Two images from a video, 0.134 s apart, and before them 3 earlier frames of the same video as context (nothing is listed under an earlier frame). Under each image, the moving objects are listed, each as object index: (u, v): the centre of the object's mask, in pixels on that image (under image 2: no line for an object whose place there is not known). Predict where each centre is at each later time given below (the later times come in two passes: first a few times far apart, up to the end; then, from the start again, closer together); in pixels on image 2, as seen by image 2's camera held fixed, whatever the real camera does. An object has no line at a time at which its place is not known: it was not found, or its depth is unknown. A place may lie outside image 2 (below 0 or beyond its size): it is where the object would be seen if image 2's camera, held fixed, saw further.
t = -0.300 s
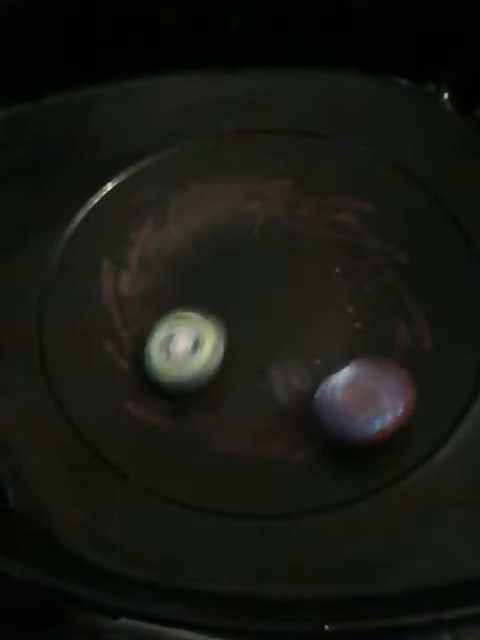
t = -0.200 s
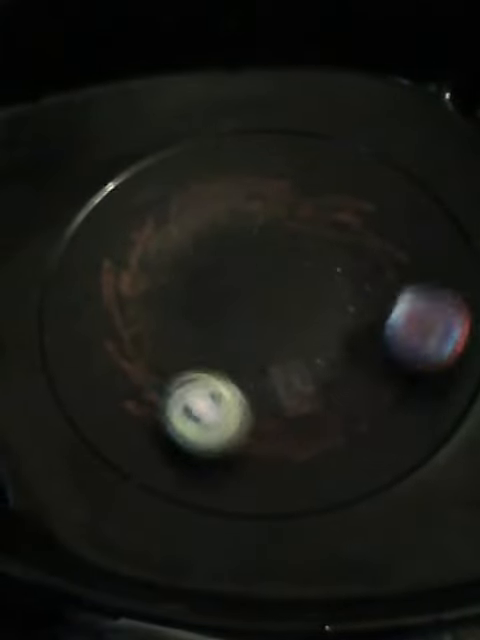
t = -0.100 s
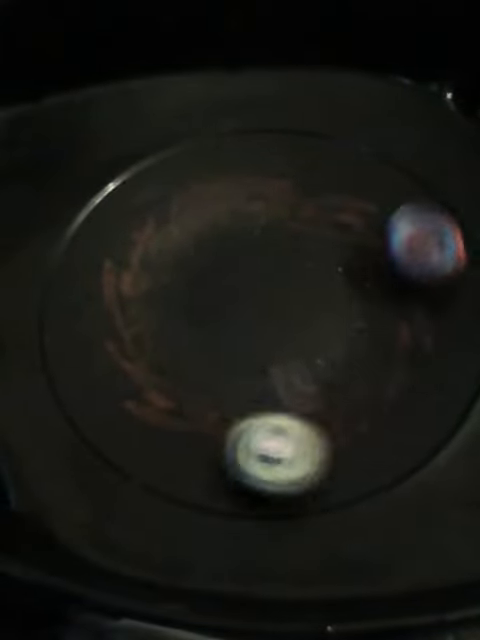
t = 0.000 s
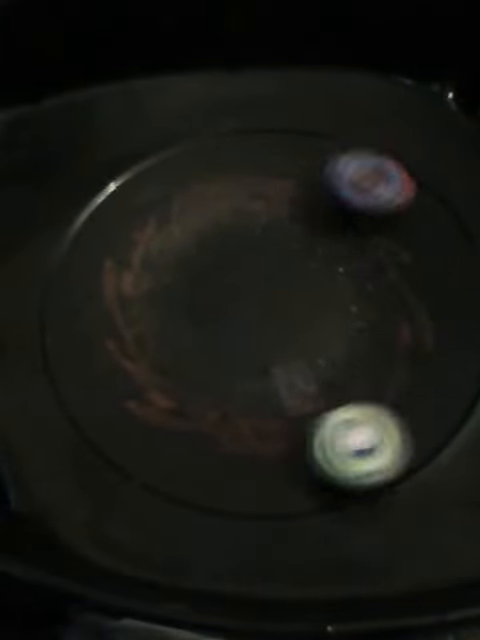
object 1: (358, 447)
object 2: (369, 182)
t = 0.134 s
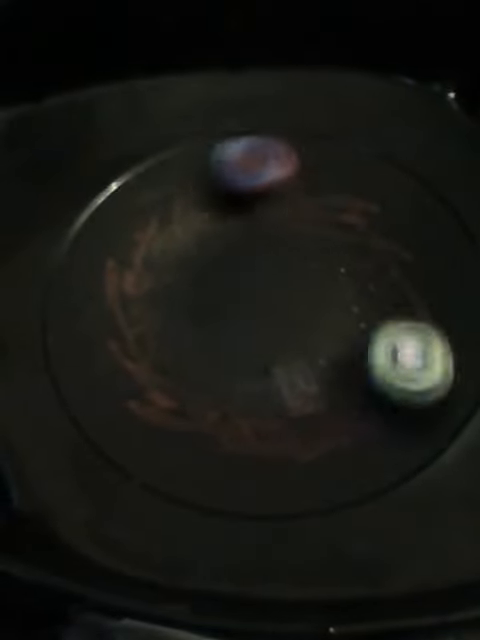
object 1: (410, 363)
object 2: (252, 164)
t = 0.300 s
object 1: (326, 264)
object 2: (134, 251)
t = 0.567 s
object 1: (141, 262)
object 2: (257, 433)
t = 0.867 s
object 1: (175, 411)
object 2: (437, 285)
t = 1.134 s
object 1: (337, 314)
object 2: (237, 193)
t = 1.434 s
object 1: (252, 170)
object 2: (151, 389)
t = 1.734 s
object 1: (157, 304)
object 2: (393, 369)
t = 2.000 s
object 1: (319, 374)
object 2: (305, 196)
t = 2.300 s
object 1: (394, 230)
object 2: (123, 307)
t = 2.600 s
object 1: (220, 266)
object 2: (333, 388)
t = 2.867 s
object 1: (210, 394)
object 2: (355, 216)
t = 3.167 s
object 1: (379, 352)
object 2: (158, 266)
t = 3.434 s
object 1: (286, 263)
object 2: (269, 396)
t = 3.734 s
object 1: (171, 254)
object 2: (379, 257)
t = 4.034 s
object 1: (212, 367)
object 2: (199, 251)
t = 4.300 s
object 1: (332, 334)
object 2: (210, 381)
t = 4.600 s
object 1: (335, 222)
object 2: (358, 301)
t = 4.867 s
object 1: (193, 261)
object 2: (308, 230)
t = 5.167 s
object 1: (221, 389)
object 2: (199, 247)
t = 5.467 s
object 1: (364, 329)
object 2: (196, 348)
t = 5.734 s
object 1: (311, 246)
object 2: (323, 371)
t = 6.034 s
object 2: (353, 263)
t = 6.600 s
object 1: (276, 381)
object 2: (221, 254)
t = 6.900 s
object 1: (357, 306)
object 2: (189, 307)
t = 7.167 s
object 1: (323, 256)
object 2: (213, 362)
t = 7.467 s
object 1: (263, 246)
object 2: (315, 360)
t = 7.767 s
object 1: (249, 291)
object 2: (342, 298)
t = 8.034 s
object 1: (193, 352)
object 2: (373, 222)
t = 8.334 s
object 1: (271, 385)
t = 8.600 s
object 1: (246, 380)
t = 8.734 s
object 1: (274, 389)
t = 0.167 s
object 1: (404, 338)
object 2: (221, 173)
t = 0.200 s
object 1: (392, 313)
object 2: (191, 188)
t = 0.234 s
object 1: (373, 291)
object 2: (169, 204)
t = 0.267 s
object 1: (351, 275)
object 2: (148, 228)
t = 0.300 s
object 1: (326, 264)
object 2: (134, 251)
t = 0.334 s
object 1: (301, 257)
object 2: (125, 281)
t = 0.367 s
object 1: (277, 253)
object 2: (125, 311)
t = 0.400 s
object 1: (253, 249)
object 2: (132, 339)
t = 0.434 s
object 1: (230, 247)
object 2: (146, 367)
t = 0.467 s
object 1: (207, 245)
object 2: (167, 394)
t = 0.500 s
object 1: (183, 246)
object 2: (192, 410)
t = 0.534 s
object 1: (161, 251)
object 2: (223, 424)
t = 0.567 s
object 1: (141, 262)
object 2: (257, 433)
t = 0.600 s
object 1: (123, 276)
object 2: (291, 436)
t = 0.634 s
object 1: (109, 295)
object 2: (326, 431)
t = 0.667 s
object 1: (101, 314)
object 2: (357, 422)
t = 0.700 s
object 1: (99, 335)
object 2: (387, 407)
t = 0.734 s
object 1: (103, 356)
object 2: (410, 388)
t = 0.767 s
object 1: (113, 374)
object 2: (429, 365)
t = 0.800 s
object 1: (129, 390)
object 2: (436, 339)
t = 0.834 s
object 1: (150, 403)
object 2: (439, 312)
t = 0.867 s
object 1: (175, 411)
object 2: (437, 285)
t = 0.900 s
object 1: (204, 414)
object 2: (428, 259)
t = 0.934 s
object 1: (233, 413)
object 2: (411, 237)
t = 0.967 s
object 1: (264, 404)
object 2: (390, 218)
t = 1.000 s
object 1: (288, 391)
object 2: (363, 203)
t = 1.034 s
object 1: (308, 374)
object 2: (331, 194)
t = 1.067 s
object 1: (323, 353)
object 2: (301, 188)
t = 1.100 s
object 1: (332, 333)
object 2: (267, 189)
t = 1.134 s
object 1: (337, 314)
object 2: (237, 193)
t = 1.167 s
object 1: (340, 294)
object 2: (206, 203)
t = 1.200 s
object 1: (342, 276)
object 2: (178, 218)
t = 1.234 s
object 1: (343, 259)
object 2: (156, 239)
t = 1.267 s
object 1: (342, 241)
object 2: (139, 261)
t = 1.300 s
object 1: (336, 220)
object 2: (128, 287)
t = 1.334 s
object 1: (321, 202)
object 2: (124, 313)
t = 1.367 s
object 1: (301, 187)
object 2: (126, 340)
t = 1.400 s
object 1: (278, 176)
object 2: (135, 366)
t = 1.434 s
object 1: (252, 170)
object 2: (151, 389)
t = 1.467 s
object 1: (228, 170)
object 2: (171, 407)
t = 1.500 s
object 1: (205, 174)
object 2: (199, 423)
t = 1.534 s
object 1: (184, 183)
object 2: (227, 432)
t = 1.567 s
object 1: (167, 197)
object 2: (259, 436)
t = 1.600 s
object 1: (153, 215)
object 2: (292, 434)
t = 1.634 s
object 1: (145, 236)
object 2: (321, 427)
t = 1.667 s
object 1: (143, 259)
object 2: (349, 412)
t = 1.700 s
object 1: (147, 283)
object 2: (373, 394)
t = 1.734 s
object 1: (157, 304)
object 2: (393, 369)
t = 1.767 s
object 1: (173, 324)
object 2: (403, 345)
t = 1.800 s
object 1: (191, 337)
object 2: (408, 318)
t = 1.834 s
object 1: (212, 347)
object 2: (404, 289)
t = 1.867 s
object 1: (234, 356)
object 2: (394, 264)
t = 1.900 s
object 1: (255, 362)
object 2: (378, 240)
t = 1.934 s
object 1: (276, 368)
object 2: (357, 221)
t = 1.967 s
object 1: (297, 372)
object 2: (333, 206)
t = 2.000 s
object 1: (319, 374)
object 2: (305, 196)
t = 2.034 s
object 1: (344, 369)
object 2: (274, 191)
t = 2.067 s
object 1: (368, 358)
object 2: (247, 191)
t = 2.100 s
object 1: (388, 343)
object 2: (219, 195)
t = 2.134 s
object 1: (402, 325)
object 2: (190, 205)
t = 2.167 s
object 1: (411, 306)
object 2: (166, 220)
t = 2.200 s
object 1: (416, 283)
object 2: (145, 237)
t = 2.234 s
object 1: (414, 264)
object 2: (131, 259)
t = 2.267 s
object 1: (407, 245)
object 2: (124, 283)
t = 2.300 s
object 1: (394, 230)
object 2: (123, 307)
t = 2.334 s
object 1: (377, 218)
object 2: (130, 333)
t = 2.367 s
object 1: (355, 210)
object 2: (141, 355)
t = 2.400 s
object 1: (330, 206)
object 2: (160, 373)
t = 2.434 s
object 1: (305, 206)
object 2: (184, 391)
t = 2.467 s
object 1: (280, 212)
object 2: (213, 401)
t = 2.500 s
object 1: (260, 224)
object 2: (243, 407)
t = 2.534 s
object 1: (243, 236)
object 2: (276, 406)
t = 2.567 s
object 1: (229, 252)
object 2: (307, 400)
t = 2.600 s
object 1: (220, 266)
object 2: (333, 388)
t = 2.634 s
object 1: (213, 282)
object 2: (359, 370)
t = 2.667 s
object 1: (207, 296)
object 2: (376, 350)
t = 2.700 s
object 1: (202, 311)
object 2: (388, 328)
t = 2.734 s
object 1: (196, 327)
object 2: (394, 302)
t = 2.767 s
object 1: (191, 343)
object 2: (393, 279)
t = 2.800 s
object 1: (190, 361)
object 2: (386, 255)
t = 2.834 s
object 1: (197, 378)
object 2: (373, 233)
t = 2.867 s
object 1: (210, 394)
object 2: (355, 216)
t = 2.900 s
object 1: (229, 409)
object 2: (333, 203)
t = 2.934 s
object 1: (251, 418)
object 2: (309, 194)
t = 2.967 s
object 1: (275, 422)
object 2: (282, 190)
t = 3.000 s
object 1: (298, 421)
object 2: (255, 192)
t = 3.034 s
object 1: (323, 414)
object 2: (228, 198)
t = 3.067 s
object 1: (345, 404)
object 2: (205, 209)
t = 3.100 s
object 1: (361, 390)
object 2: (186, 223)
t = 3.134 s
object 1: (373, 373)
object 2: (169, 246)
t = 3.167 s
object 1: (379, 352)
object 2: (158, 266)
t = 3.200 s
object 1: (380, 329)
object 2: (156, 289)
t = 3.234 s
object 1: (373, 310)
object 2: (158, 310)
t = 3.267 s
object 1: (360, 294)
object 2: (167, 334)
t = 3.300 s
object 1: (345, 282)
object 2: (179, 353)
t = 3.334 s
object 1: (330, 274)
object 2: (197, 369)
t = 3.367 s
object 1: (314, 269)
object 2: (219, 383)
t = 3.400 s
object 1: (300, 265)
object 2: (243, 392)
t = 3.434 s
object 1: (286, 263)
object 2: (269, 396)
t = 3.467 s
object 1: (273, 258)
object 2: (297, 395)
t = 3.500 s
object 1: (259, 256)
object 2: (320, 390)
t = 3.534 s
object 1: (246, 252)
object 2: (344, 379)
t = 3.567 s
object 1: (233, 250)
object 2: (365, 364)
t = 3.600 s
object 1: (221, 247)
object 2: (380, 346)
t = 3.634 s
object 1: (209, 245)
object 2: (390, 325)
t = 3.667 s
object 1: (196, 245)
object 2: (392, 302)
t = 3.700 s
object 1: (182, 249)
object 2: (389, 279)
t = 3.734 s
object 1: (171, 254)
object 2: (379, 257)
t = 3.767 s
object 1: (161, 263)
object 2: (363, 242)
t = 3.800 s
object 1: (152, 276)
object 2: (343, 228)
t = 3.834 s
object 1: (146, 291)
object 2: (321, 221)
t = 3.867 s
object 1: (144, 307)
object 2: (295, 217)
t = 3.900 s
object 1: (149, 323)
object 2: (272, 218)
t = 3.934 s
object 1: (159, 338)
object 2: (250, 223)
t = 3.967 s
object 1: (174, 351)
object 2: (231, 230)
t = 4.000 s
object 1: (192, 361)
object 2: (214, 240)
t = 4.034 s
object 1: (212, 367)
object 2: (199, 251)
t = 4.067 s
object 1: (233, 370)
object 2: (186, 263)
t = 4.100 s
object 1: (252, 369)
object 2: (176, 278)
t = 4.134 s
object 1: (268, 366)
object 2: (168, 295)
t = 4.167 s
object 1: (282, 361)
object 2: (164, 312)
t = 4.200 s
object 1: (296, 355)
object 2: (167, 333)
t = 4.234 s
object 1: (308, 348)
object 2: (176, 351)
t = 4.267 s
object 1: (320, 341)
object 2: (190, 368)
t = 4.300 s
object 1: (332, 334)
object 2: (210, 381)
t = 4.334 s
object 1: (345, 327)
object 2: (233, 390)
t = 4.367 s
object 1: (356, 318)
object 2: (260, 394)
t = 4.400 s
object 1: (365, 307)
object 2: (284, 392)
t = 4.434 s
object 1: (370, 292)
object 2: (308, 383)
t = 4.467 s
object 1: (372, 275)
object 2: (330, 367)
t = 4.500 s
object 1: (369, 260)
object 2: (345, 350)
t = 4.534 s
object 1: (362, 245)
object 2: (354, 332)
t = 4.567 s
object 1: (351, 232)
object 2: (358, 315)
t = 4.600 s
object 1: (335, 222)
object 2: (358, 301)
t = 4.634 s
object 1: (316, 214)
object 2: (356, 287)
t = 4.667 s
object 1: (294, 210)
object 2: (352, 276)
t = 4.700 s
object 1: (274, 210)
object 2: (345, 267)
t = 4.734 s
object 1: (254, 214)
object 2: (339, 258)
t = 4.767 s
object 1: (234, 222)
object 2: (334, 249)
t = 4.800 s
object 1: (217, 234)
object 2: (327, 242)
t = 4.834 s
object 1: (203, 246)
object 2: (318, 236)
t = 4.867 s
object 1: (193, 261)
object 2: (308, 230)
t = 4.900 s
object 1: (184, 275)
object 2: (296, 226)
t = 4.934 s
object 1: (178, 289)
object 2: (283, 223)
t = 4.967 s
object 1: (174, 304)
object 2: (271, 222)
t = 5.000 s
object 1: (173, 319)
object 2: (259, 221)
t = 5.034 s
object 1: (175, 335)
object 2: (246, 223)
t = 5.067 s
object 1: (181, 352)
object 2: (234, 225)
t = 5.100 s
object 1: (191, 366)
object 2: (221, 231)
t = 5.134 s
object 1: (205, 379)
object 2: (209, 238)
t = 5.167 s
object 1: (221, 389)
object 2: (199, 247)
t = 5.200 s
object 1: (240, 396)
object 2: (190, 257)
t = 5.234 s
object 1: (261, 400)
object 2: (184, 267)
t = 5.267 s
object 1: (282, 400)
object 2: (180, 279)
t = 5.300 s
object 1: (302, 396)
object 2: (177, 292)
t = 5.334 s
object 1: (321, 388)
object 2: (176, 304)
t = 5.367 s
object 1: (339, 376)
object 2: (178, 315)
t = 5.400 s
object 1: (352, 362)
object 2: (183, 327)
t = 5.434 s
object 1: (361, 346)
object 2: (189, 338)
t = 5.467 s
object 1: (364, 329)
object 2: (196, 348)
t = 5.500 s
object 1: (365, 313)
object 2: (205, 358)
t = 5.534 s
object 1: (360, 297)
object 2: (218, 366)
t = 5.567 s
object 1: (354, 285)
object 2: (232, 373)
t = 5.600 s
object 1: (345, 275)
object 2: (249, 379)
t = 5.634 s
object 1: (336, 266)
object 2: (269, 382)
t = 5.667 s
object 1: (328, 258)
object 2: (288, 381)
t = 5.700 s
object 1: (319, 252)
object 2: (306, 378)
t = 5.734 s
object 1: (311, 246)
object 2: (323, 371)
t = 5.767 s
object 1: (302, 240)
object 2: (337, 361)
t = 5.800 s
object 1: (292, 235)
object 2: (350, 350)
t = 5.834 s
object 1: (282, 232)
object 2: (359, 337)
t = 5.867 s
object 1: (272, 230)
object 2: (365, 322)
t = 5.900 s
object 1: (261, 229)
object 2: (368, 309)
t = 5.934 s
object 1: (249, 229)
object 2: (367, 296)
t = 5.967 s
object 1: (237, 231)
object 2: (365, 283)
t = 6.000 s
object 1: (226, 235)
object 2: (361, 272)
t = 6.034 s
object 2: (353, 263)
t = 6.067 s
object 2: (345, 256)
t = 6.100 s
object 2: (336, 249)
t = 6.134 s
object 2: (326, 244)
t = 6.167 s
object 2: (317, 241)
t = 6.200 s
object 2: (309, 238)
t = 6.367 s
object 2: (271, 233)
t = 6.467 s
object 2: (250, 238)
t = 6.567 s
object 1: (260, 380)
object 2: (228, 249)
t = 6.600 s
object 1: (276, 381)
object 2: (221, 254)
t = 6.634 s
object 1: (291, 380)
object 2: (215, 261)
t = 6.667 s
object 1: (307, 376)
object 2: (210, 267)
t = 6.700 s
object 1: (322, 370)
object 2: (205, 273)
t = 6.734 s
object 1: (335, 360)
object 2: (201, 279)
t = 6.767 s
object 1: (346, 349)
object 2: (199, 285)
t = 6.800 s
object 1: (352, 336)
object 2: (196, 291)
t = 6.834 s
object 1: (356, 326)
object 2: (193, 297)
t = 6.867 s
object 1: (357, 316)
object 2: (191, 303)
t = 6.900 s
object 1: (357, 306)
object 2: (189, 307)
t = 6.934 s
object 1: (354, 296)
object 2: (188, 312)
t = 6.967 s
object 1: (350, 289)
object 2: (187, 317)
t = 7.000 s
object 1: (347, 282)
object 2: (187, 324)
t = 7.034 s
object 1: (345, 276)
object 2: (190, 331)
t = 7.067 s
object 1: (340, 271)
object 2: (193, 340)
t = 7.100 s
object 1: (334, 265)
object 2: (198, 347)
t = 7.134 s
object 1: (329, 261)
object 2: (205, 355)
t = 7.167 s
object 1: (323, 256)
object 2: (213, 362)
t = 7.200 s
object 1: (316, 251)
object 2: (223, 367)
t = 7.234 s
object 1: (311, 247)
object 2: (234, 371)
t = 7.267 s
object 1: (304, 245)
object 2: (246, 375)
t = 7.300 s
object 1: (299, 242)
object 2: (259, 377)
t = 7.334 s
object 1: (291, 241)
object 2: (271, 377)
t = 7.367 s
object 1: (283, 241)
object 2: (283, 375)
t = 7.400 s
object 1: (275, 242)
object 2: (294, 372)
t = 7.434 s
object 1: (270, 243)
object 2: (306, 367)
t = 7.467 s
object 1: (263, 246)
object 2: (315, 360)
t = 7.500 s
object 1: (258, 249)
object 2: (323, 353)
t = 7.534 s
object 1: (253, 254)
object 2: (329, 347)
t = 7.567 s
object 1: (249, 258)
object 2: (334, 340)
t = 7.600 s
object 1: (246, 263)
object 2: (338, 331)
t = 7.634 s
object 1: (246, 269)
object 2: (340, 324)
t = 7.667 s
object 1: (246, 274)
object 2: (342, 317)
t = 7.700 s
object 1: (246, 280)
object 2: (342, 311)
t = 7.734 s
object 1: (248, 285)
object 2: (342, 304)
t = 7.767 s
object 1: (249, 291)
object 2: (342, 298)
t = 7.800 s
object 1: (252, 296)
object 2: (341, 292)
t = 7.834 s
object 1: (255, 302)
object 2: (339, 286)
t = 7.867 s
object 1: (257, 308)
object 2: (337, 280)
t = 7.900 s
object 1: (240, 316)
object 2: (354, 270)
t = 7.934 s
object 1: (223, 327)
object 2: (370, 258)
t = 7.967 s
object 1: (212, 335)
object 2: (376, 247)
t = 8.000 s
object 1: (201, 344)
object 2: (376, 235)
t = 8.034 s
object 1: (193, 352)
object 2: (373, 222)
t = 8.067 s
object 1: (188, 362)
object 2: (367, 211)
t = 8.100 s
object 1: (188, 372)
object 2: (359, 203)
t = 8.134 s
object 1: (194, 383)
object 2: (346, 197)
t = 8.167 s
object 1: (203, 391)
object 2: (332, 195)
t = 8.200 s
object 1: (215, 398)
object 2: (317, 196)
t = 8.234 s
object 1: (230, 401)
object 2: (303, 202)
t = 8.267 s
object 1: (246, 400)
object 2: (290, 211)
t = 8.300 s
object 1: (260, 394)
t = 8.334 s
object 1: (271, 385)
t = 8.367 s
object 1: (276, 374)
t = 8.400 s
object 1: (276, 364)
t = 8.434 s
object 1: (272, 354)
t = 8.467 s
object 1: (266, 349)
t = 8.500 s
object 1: (258, 360)
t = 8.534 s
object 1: (250, 367)
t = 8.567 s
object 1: (245, 373)
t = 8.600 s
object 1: (246, 380)
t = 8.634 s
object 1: (249, 385)
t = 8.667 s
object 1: (255, 389)
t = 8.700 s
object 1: (264, 390)
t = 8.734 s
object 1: (274, 389)
